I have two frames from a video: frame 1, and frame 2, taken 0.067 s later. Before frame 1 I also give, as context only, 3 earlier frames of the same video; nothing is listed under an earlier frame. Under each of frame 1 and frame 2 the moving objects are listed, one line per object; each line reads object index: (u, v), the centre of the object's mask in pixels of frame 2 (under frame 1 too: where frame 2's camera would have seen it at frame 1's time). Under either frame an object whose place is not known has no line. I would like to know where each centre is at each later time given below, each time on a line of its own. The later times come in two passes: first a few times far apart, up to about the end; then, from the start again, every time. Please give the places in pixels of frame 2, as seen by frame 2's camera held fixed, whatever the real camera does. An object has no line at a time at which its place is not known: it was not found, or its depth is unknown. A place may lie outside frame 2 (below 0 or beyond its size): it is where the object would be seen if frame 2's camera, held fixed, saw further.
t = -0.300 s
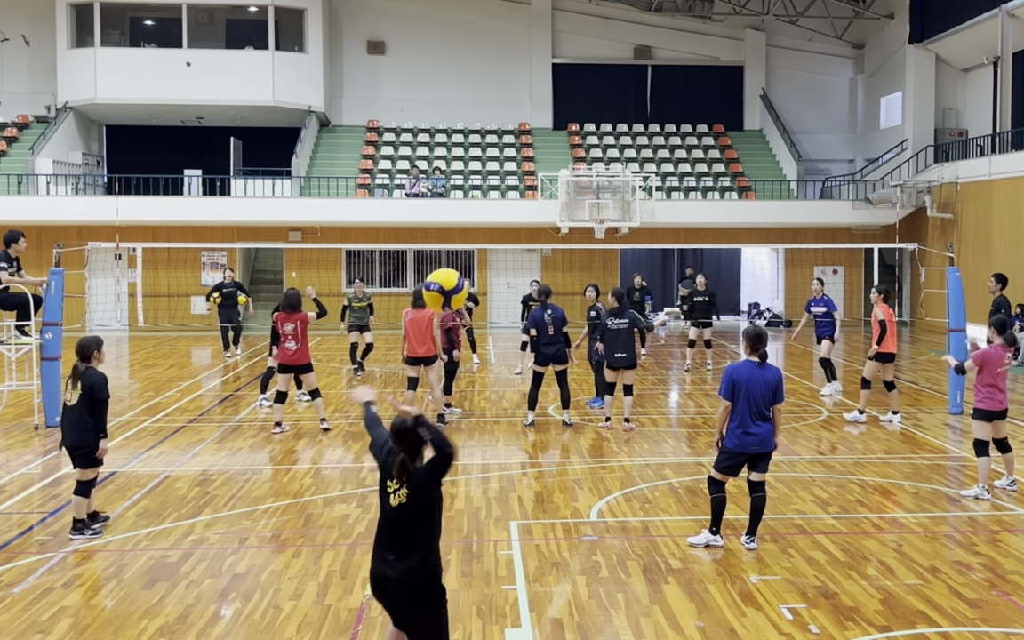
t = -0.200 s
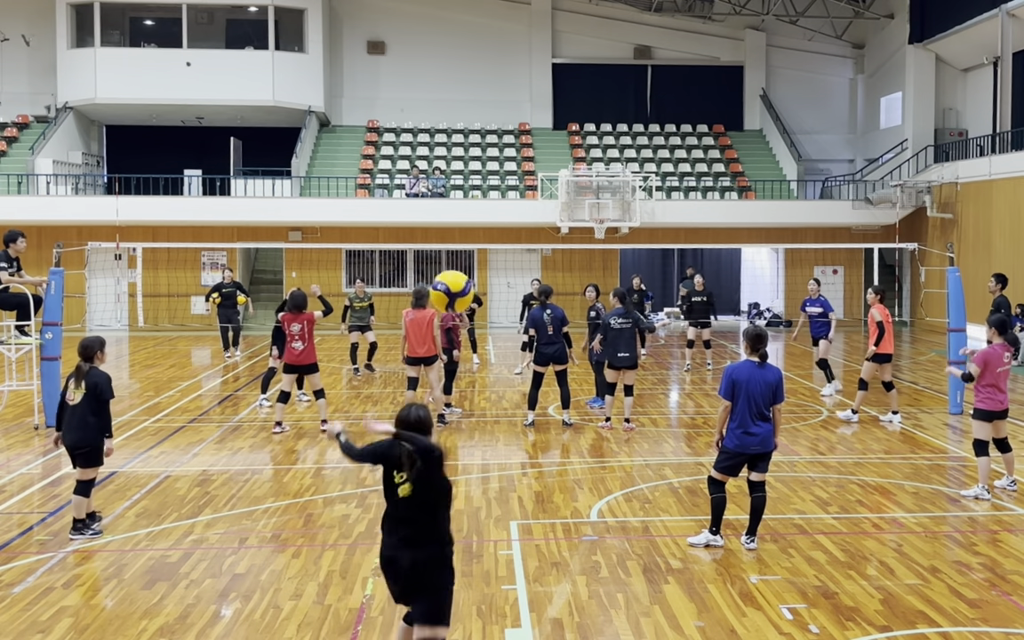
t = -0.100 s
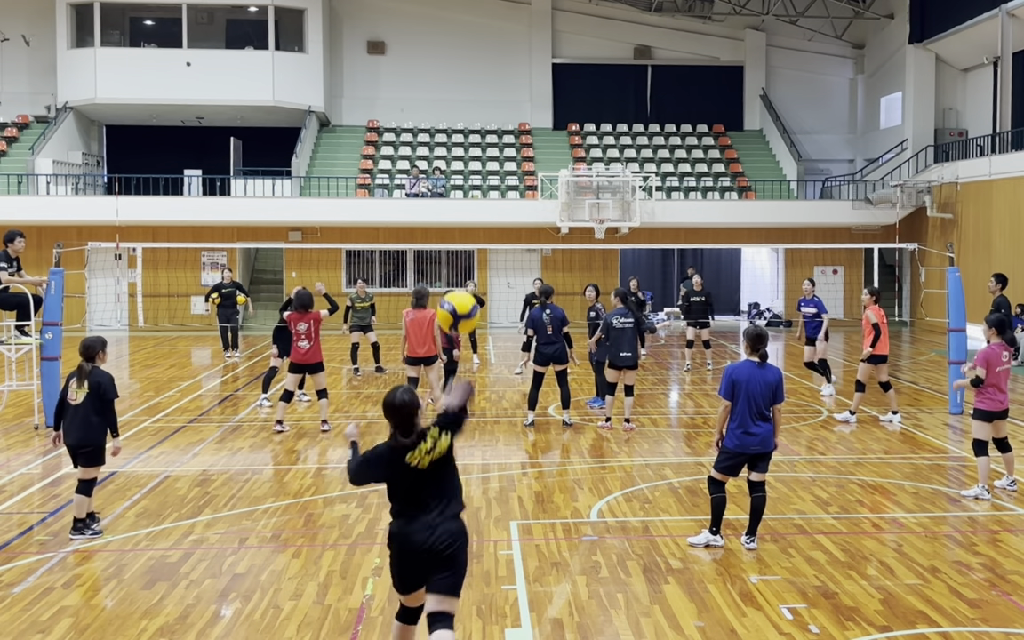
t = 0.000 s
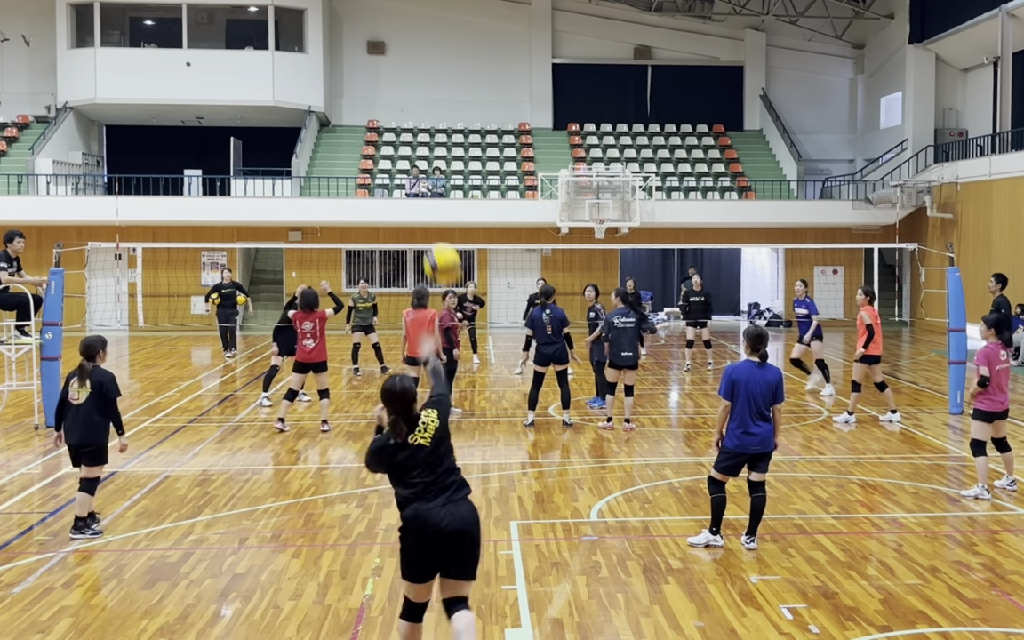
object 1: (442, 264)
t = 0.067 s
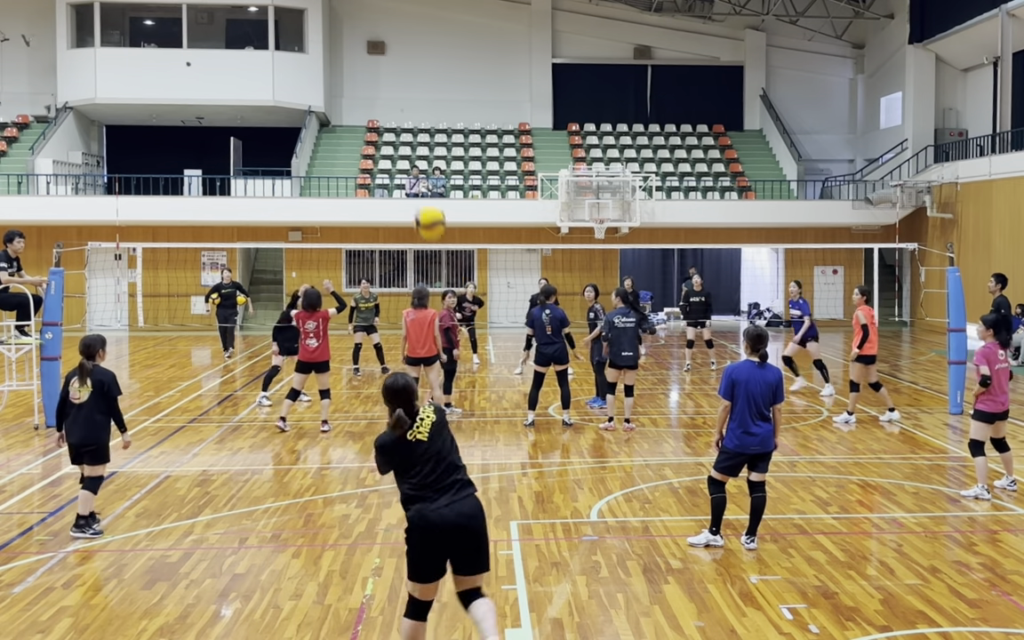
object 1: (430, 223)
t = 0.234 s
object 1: (405, 164)
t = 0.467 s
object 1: (387, 154)
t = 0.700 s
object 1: (380, 183)
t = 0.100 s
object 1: (424, 203)
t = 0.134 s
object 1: (419, 189)
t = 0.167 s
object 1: (414, 180)
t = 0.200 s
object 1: (409, 171)
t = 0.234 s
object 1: (405, 164)
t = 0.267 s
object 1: (402, 159)
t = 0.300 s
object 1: (399, 156)
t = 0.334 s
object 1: (396, 153)
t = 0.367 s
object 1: (393, 152)
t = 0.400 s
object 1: (391, 151)
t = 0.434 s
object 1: (389, 152)
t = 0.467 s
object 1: (387, 154)
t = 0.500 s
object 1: (385, 156)
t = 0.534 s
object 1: (384, 160)
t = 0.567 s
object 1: (383, 164)
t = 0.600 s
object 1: (382, 167)
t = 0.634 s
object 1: (381, 173)
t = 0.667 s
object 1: (380, 178)
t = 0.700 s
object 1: (380, 183)
